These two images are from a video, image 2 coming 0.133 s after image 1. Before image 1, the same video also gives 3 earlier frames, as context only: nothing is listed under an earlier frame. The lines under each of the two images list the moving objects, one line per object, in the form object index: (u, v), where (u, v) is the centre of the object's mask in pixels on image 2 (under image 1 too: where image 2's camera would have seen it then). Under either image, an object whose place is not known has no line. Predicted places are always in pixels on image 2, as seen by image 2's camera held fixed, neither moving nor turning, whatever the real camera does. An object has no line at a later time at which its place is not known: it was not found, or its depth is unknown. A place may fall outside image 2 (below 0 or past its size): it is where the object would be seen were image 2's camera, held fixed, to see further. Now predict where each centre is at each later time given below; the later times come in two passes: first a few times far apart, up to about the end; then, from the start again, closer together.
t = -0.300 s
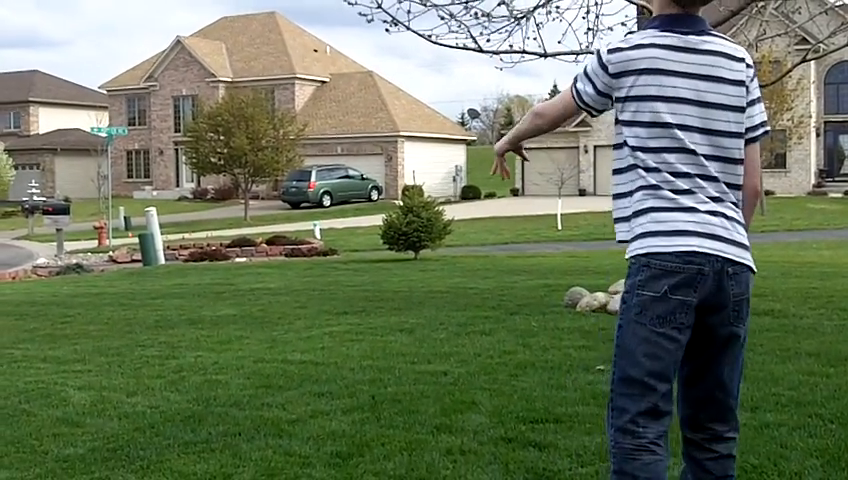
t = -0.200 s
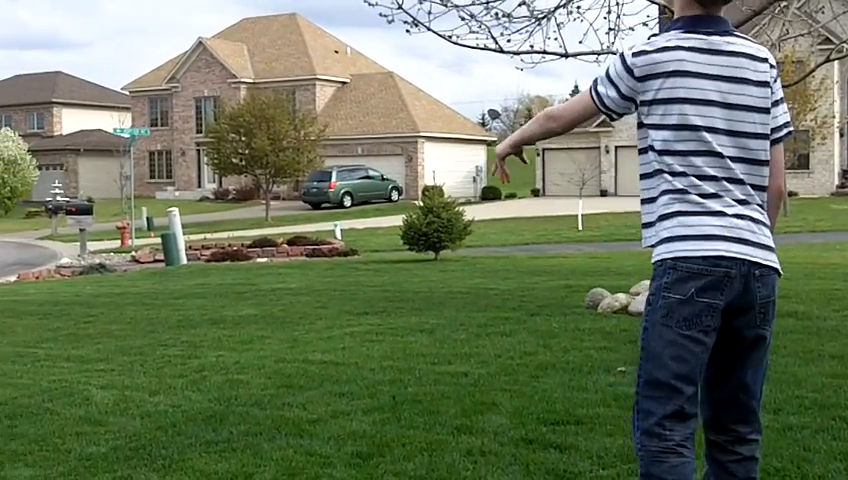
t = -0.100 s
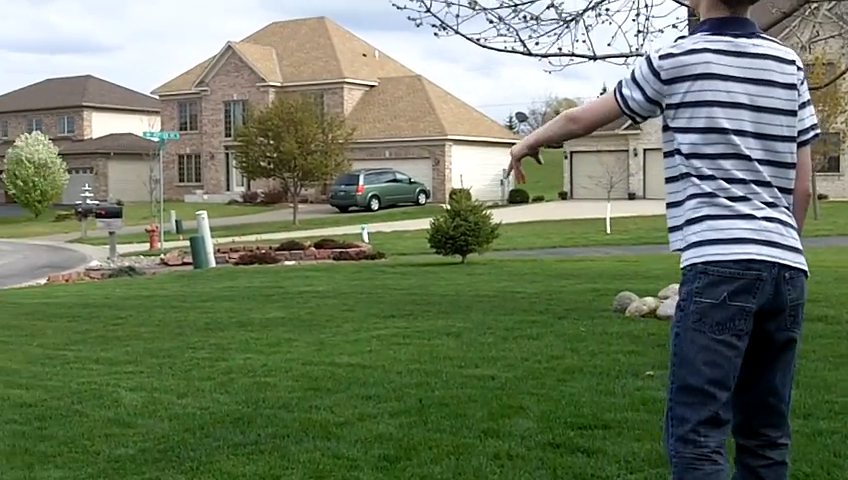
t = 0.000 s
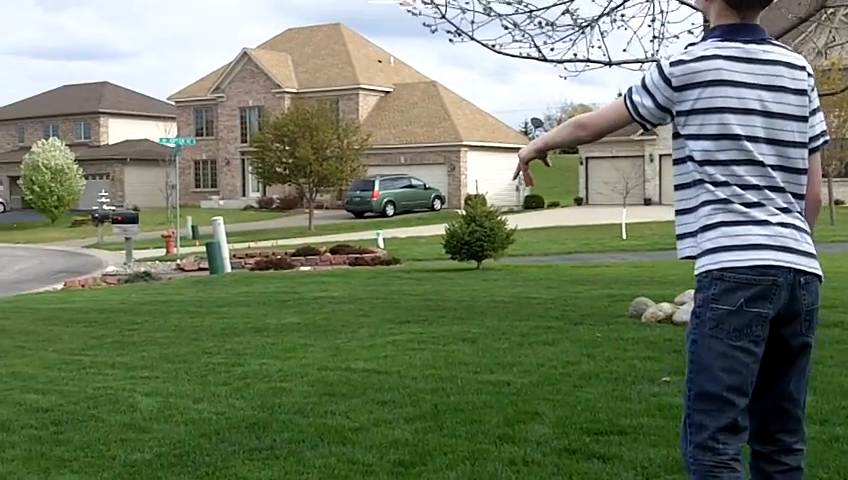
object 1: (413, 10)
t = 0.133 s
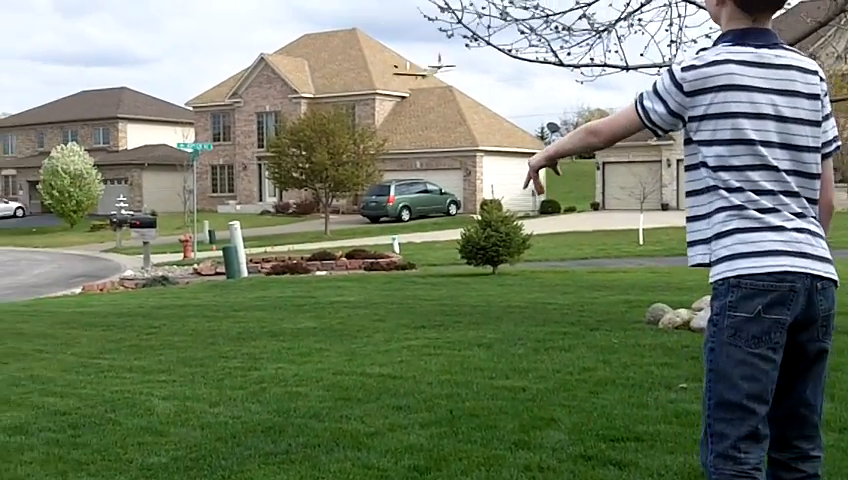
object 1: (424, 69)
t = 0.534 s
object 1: (424, 329)
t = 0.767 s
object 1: (444, 337)
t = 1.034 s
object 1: (465, 363)
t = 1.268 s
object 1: (466, 362)
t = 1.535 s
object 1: (465, 362)
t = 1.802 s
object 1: (465, 363)
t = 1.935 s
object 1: (465, 363)
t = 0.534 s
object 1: (424, 329)
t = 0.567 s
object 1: (422, 352)
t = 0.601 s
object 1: (425, 345)
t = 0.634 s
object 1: (430, 340)
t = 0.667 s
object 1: (435, 336)
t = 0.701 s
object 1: (440, 334)
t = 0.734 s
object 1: (443, 335)
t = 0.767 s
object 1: (444, 337)
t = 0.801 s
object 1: (452, 341)
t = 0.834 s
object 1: (454, 348)
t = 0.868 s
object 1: (458, 353)
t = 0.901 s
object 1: (461, 359)
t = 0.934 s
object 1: (464, 363)
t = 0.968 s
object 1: (464, 363)
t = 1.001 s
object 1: (465, 363)
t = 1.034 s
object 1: (465, 363)
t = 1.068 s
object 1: (465, 363)
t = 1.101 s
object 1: (465, 363)
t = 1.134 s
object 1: (465, 363)
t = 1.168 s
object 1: (466, 363)
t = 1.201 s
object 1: (465, 363)
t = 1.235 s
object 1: (466, 362)
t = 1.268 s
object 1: (466, 362)
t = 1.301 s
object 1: (466, 362)
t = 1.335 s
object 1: (466, 362)
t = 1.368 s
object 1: (466, 363)
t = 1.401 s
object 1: (466, 363)
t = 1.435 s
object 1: (466, 363)
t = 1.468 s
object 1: (465, 363)
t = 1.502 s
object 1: (465, 362)
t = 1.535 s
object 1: (465, 362)
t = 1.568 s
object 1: (465, 362)
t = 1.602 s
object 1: (465, 362)
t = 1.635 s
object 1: (465, 362)
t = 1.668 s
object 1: (465, 362)
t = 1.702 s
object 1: (465, 362)
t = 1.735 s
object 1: (465, 362)
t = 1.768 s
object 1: (465, 362)
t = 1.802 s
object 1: (465, 363)
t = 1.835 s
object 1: (465, 363)
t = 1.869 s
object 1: (465, 363)
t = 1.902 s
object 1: (466, 363)
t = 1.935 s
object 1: (465, 363)
